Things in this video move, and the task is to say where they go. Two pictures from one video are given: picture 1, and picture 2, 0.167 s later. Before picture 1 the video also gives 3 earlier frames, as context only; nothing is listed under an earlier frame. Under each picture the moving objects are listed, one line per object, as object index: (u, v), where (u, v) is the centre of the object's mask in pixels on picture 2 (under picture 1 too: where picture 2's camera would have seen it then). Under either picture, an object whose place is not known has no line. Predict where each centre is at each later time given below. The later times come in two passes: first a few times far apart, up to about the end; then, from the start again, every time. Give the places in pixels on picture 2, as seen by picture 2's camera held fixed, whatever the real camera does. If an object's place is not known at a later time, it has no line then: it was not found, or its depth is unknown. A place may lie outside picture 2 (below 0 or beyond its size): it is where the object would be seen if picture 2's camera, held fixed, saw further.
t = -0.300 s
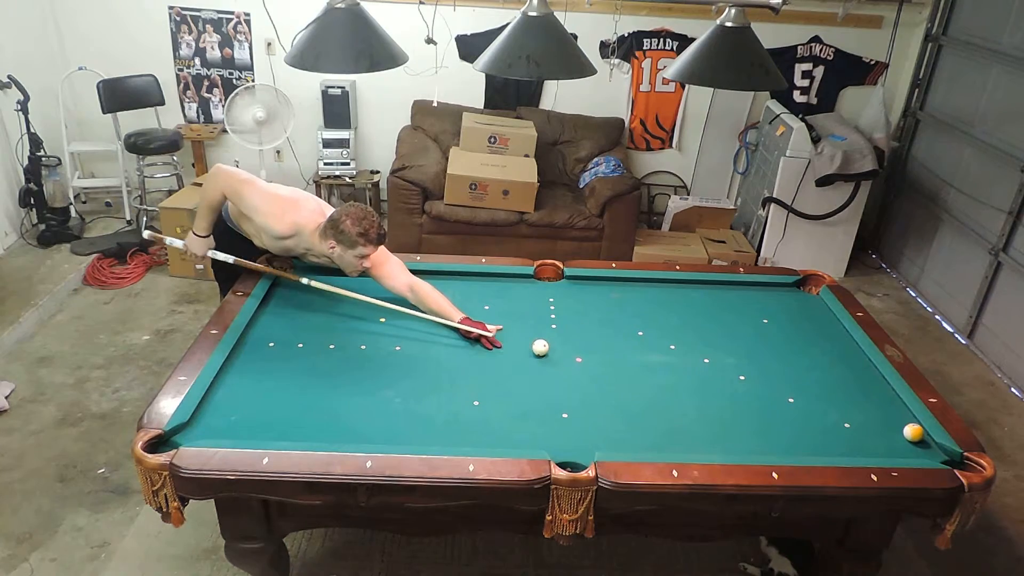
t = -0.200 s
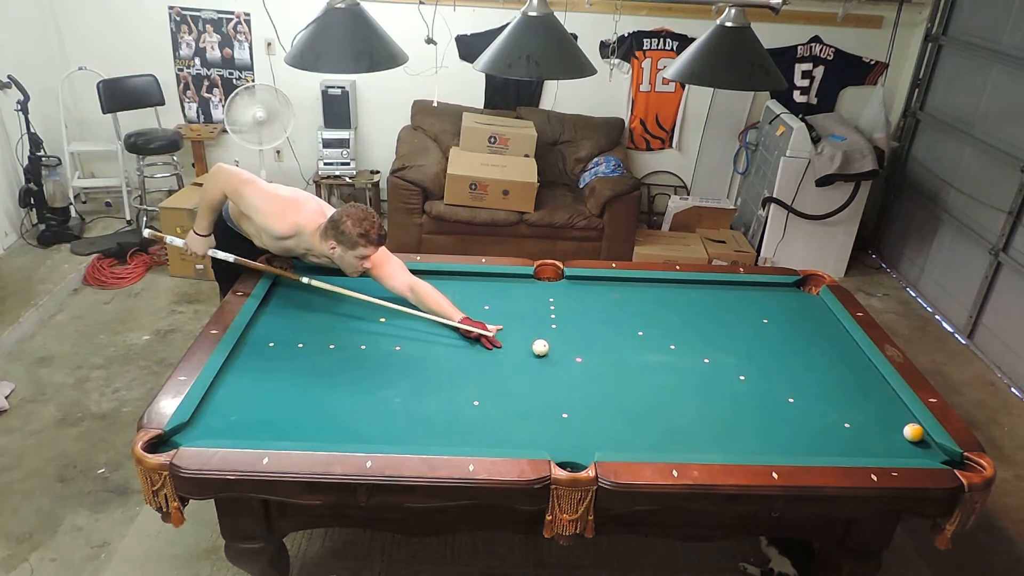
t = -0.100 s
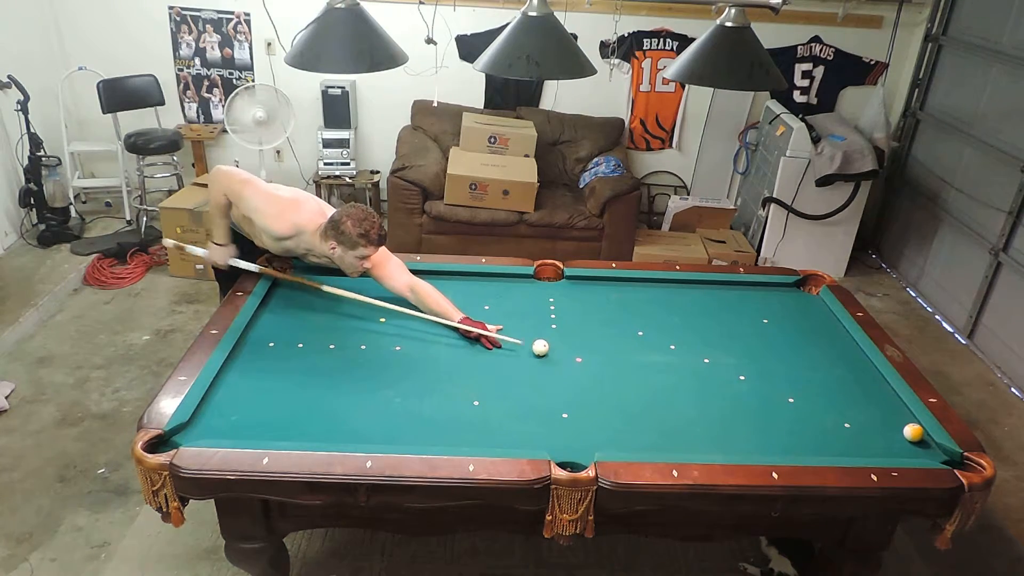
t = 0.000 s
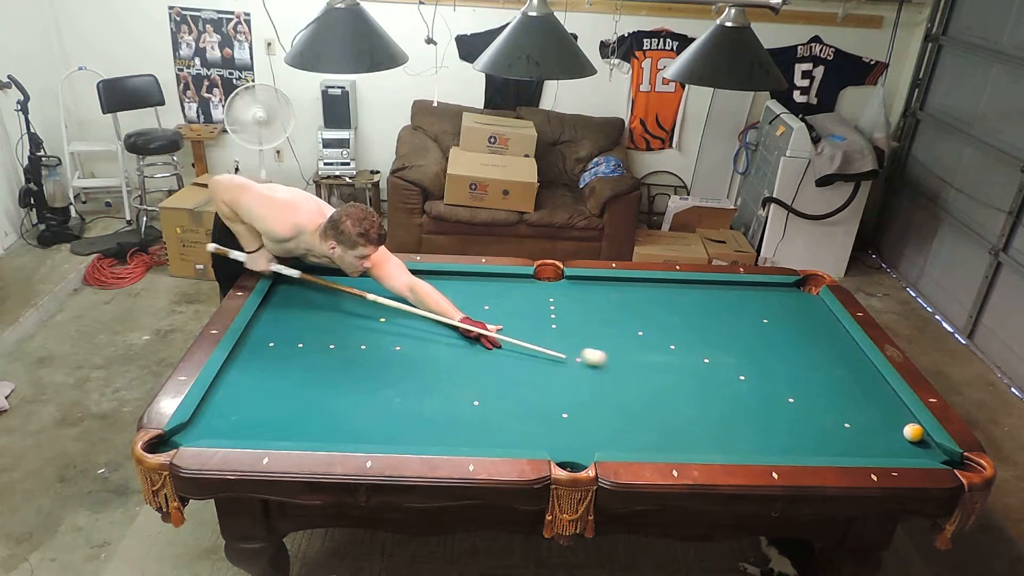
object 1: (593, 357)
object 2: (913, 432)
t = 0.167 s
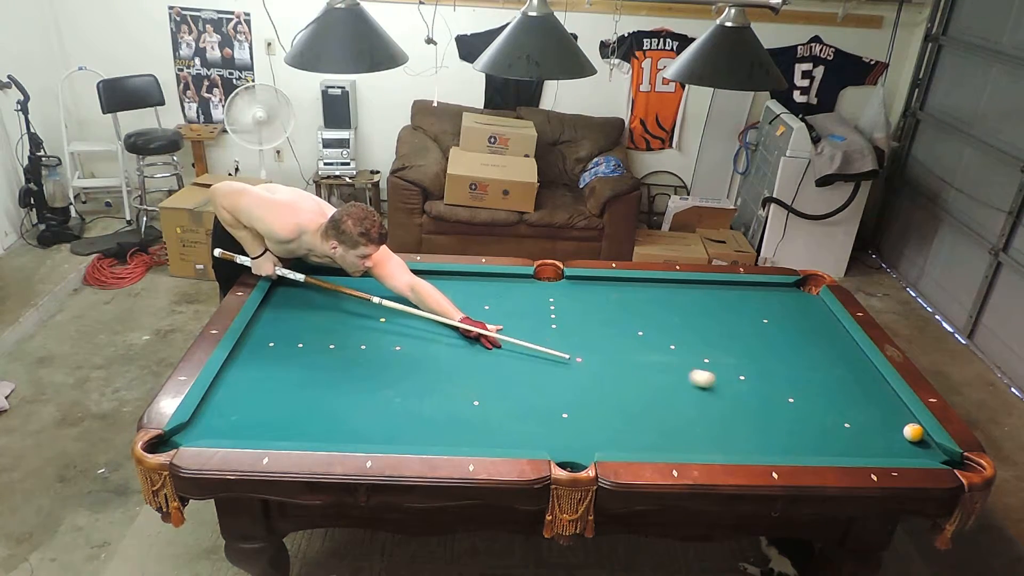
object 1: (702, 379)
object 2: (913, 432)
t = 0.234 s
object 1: (744, 387)
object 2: (913, 432)
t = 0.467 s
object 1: (897, 417)
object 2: (913, 432)
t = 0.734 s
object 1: (837, 410)
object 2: (914, 444)
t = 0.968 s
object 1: (783, 404)
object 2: (904, 426)
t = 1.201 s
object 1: (732, 398)
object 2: (895, 410)
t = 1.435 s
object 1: (682, 392)
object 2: (887, 396)
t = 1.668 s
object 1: (636, 386)
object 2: (880, 384)
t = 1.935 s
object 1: (586, 379)
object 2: (871, 371)
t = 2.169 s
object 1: (544, 374)
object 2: (862, 363)
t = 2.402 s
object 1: (505, 368)
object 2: (854, 355)
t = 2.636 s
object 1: (469, 363)
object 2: (847, 348)
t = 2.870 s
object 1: (435, 358)
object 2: (841, 342)
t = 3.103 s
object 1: (403, 353)
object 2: (835, 337)
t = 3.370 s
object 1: (370, 348)
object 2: (829, 333)
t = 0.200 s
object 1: (723, 383)
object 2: (913, 432)
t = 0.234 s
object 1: (744, 387)
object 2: (913, 432)
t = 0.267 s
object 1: (765, 391)
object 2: (913, 432)
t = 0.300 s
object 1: (786, 396)
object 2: (913, 432)
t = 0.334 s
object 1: (808, 400)
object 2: (913, 432)
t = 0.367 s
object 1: (830, 404)
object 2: (913, 432)
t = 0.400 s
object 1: (852, 409)
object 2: (913, 432)
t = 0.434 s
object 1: (874, 413)
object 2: (913, 432)
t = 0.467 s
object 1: (897, 417)
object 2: (913, 432)
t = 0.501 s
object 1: (906, 419)
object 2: (914, 434)
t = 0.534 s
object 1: (894, 418)
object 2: (915, 440)
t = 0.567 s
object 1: (882, 416)
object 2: (917, 446)
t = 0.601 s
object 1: (871, 415)
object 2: (919, 451)
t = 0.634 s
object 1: (862, 413)
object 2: (919, 452)
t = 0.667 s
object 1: (853, 412)
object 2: (917, 450)
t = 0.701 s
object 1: (845, 411)
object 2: (915, 447)
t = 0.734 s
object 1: (837, 410)
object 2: (914, 444)
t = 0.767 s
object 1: (829, 409)
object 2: (913, 442)
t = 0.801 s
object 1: (821, 408)
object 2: (911, 439)
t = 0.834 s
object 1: (814, 407)
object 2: (909, 436)
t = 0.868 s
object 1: (806, 406)
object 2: (908, 434)
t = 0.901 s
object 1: (798, 405)
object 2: (907, 431)
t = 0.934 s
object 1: (791, 405)
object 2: (905, 429)
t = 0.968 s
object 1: (783, 404)
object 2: (904, 426)
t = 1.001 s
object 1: (776, 403)
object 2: (903, 424)
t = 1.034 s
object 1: (768, 402)
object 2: (901, 421)
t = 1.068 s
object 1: (761, 401)
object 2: (900, 419)
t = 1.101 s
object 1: (753, 400)
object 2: (899, 417)
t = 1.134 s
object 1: (746, 399)
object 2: (897, 415)
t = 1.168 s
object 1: (739, 398)
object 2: (896, 412)
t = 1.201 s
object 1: (732, 398)
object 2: (895, 410)
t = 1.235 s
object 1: (725, 397)
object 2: (894, 408)
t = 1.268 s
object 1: (718, 396)
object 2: (893, 406)
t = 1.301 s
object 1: (710, 395)
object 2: (891, 404)
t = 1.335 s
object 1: (703, 394)
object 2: (890, 402)
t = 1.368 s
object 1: (696, 394)
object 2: (889, 400)
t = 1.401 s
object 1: (689, 393)
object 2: (888, 398)
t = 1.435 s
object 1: (682, 392)
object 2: (887, 396)
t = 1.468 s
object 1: (676, 391)
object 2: (886, 394)
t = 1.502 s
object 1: (669, 390)
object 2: (885, 392)
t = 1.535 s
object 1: (662, 389)
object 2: (884, 390)
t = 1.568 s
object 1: (656, 388)
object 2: (883, 389)
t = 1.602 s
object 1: (649, 387)
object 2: (882, 387)
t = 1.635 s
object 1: (642, 386)
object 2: (881, 385)
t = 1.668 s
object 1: (636, 386)
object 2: (880, 384)
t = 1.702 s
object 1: (629, 385)
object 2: (879, 382)
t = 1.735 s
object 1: (623, 384)
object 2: (878, 380)
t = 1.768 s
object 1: (617, 383)
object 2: (877, 379)
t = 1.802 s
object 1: (610, 382)
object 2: (876, 377)
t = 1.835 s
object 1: (604, 382)
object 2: (875, 376)
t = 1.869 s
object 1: (598, 381)
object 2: (873, 374)
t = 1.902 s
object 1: (592, 380)
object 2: (872, 373)
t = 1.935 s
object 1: (586, 379)
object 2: (871, 371)
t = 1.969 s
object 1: (580, 378)
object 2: (869, 370)
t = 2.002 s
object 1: (574, 378)
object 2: (868, 369)
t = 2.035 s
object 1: (568, 377)
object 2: (867, 368)
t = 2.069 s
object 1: (561, 376)
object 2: (866, 366)
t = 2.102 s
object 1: (556, 375)
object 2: (865, 365)
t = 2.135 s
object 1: (550, 374)
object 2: (863, 364)
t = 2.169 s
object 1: (544, 374)
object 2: (862, 363)
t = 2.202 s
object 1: (538, 373)
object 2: (861, 361)
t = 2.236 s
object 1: (533, 372)
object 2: (860, 360)
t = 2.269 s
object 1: (527, 371)
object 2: (859, 359)
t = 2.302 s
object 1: (522, 371)
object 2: (858, 358)
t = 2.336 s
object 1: (516, 370)
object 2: (856, 357)
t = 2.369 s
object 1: (511, 369)
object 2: (856, 356)
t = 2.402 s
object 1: (505, 368)
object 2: (854, 355)
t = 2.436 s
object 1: (500, 368)
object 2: (853, 354)
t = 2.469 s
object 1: (494, 367)
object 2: (852, 353)
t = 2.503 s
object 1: (489, 366)
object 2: (851, 352)
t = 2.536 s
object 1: (484, 365)
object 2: (850, 351)
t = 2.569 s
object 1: (479, 365)
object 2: (849, 350)
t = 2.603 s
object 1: (474, 364)
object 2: (849, 349)
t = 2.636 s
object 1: (469, 363)
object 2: (847, 348)
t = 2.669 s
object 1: (464, 362)
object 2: (846, 347)
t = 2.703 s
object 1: (459, 362)
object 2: (845, 346)
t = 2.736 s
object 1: (454, 361)
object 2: (845, 345)
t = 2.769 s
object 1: (449, 360)
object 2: (843, 345)
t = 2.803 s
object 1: (444, 360)
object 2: (842, 344)
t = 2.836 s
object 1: (440, 359)
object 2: (841, 343)
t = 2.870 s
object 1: (435, 358)
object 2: (841, 342)
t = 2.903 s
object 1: (430, 357)
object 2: (840, 341)
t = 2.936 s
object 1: (425, 357)
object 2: (839, 341)
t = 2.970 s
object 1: (421, 356)
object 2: (838, 340)
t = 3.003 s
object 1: (416, 355)
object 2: (837, 339)
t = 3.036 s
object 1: (412, 354)
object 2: (836, 339)
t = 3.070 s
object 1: (408, 354)
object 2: (835, 338)
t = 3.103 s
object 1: (403, 353)
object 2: (835, 337)
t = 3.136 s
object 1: (399, 352)
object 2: (834, 337)
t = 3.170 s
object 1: (395, 352)
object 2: (833, 336)
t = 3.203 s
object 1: (391, 351)
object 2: (832, 336)
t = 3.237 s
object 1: (387, 350)
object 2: (832, 335)
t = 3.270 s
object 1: (383, 350)
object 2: (831, 334)
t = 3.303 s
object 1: (379, 349)
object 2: (830, 334)
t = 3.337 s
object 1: (375, 348)
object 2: (829, 333)
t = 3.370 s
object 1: (370, 348)
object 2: (829, 333)
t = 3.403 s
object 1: (367, 347)
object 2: (828, 332)
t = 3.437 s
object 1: (363, 346)
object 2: (828, 332)
